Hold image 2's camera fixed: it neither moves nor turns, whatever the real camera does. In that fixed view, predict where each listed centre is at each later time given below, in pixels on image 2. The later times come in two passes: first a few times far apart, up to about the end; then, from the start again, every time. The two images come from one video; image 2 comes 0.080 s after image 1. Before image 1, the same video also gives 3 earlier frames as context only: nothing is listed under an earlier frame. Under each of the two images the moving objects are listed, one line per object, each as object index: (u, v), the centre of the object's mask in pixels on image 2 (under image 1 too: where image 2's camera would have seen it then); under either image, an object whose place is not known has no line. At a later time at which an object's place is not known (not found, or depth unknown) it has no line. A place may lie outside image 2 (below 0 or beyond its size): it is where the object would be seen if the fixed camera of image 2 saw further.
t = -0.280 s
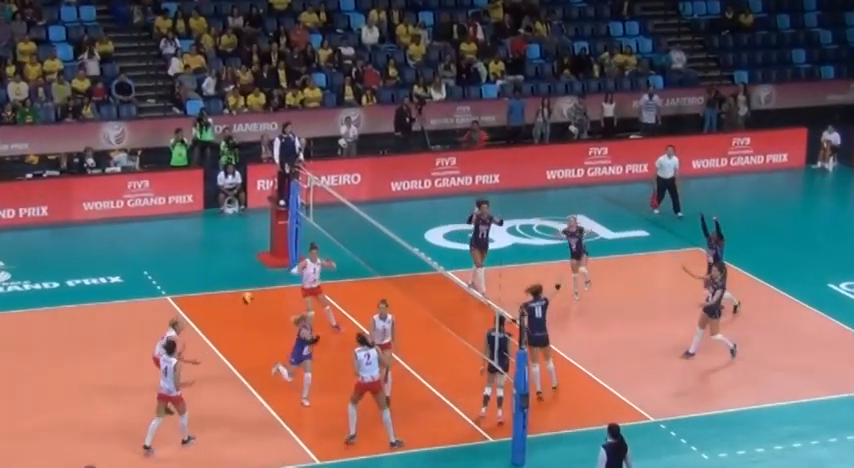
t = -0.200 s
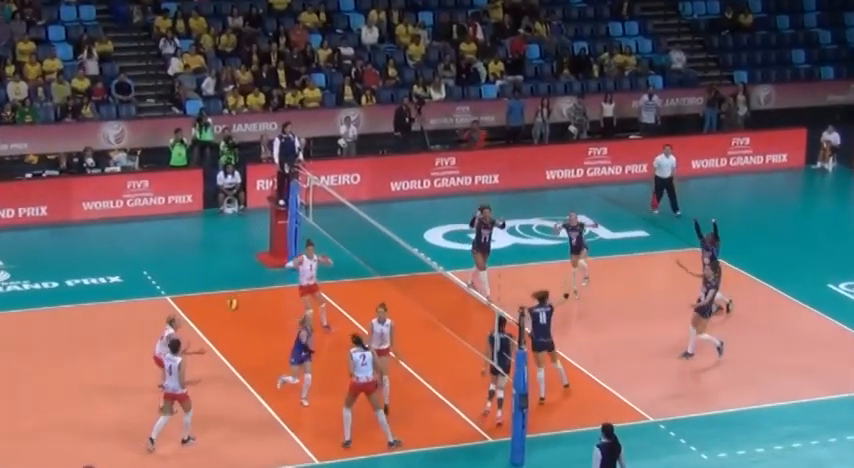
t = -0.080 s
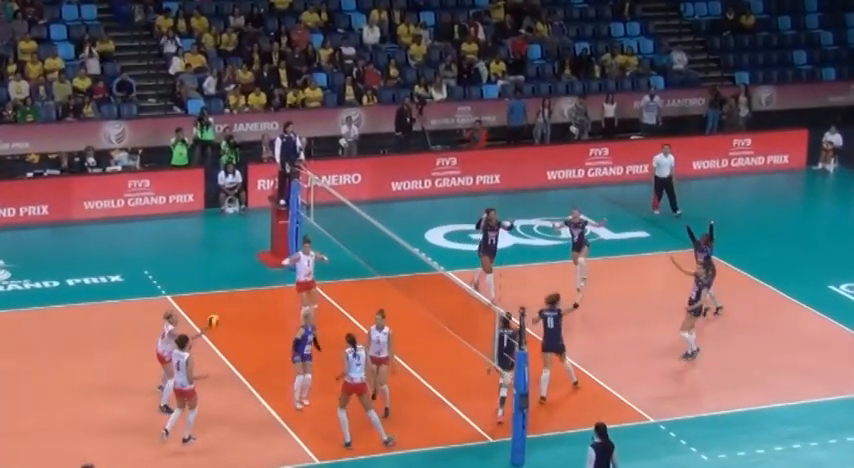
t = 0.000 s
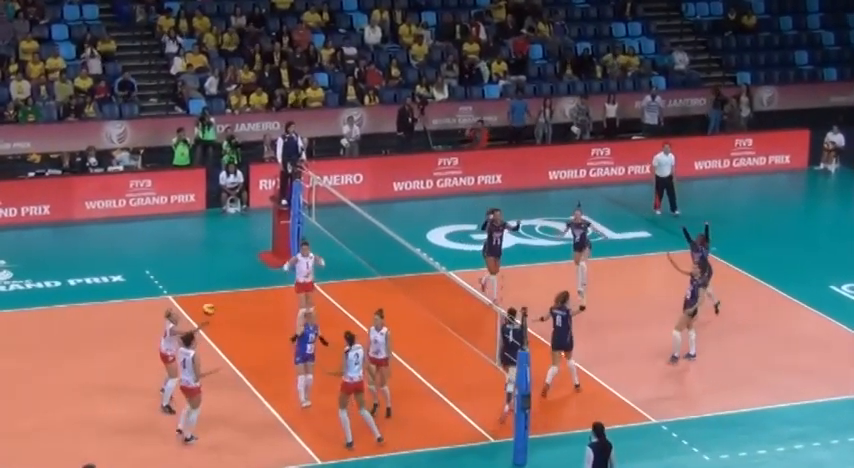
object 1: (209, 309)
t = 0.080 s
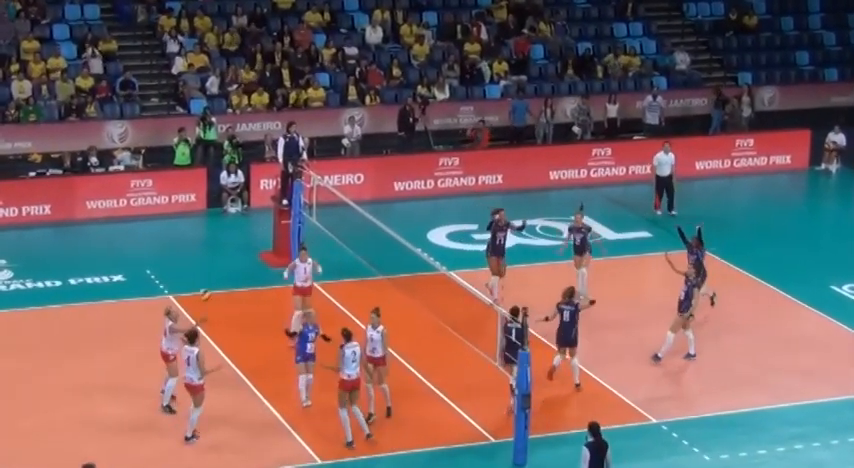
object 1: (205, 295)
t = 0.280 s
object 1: (192, 276)
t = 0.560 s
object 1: (176, 285)
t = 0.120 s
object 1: (202, 288)
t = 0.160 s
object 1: (199, 285)
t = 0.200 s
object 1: (197, 280)
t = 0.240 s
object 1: (194, 277)
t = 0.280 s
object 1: (192, 276)
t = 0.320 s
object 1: (190, 274)
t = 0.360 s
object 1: (188, 274)
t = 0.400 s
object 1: (186, 274)
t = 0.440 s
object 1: (183, 275)
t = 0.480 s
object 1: (180, 277)
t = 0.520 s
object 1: (177, 280)
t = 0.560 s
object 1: (176, 285)
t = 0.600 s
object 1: (173, 290)
